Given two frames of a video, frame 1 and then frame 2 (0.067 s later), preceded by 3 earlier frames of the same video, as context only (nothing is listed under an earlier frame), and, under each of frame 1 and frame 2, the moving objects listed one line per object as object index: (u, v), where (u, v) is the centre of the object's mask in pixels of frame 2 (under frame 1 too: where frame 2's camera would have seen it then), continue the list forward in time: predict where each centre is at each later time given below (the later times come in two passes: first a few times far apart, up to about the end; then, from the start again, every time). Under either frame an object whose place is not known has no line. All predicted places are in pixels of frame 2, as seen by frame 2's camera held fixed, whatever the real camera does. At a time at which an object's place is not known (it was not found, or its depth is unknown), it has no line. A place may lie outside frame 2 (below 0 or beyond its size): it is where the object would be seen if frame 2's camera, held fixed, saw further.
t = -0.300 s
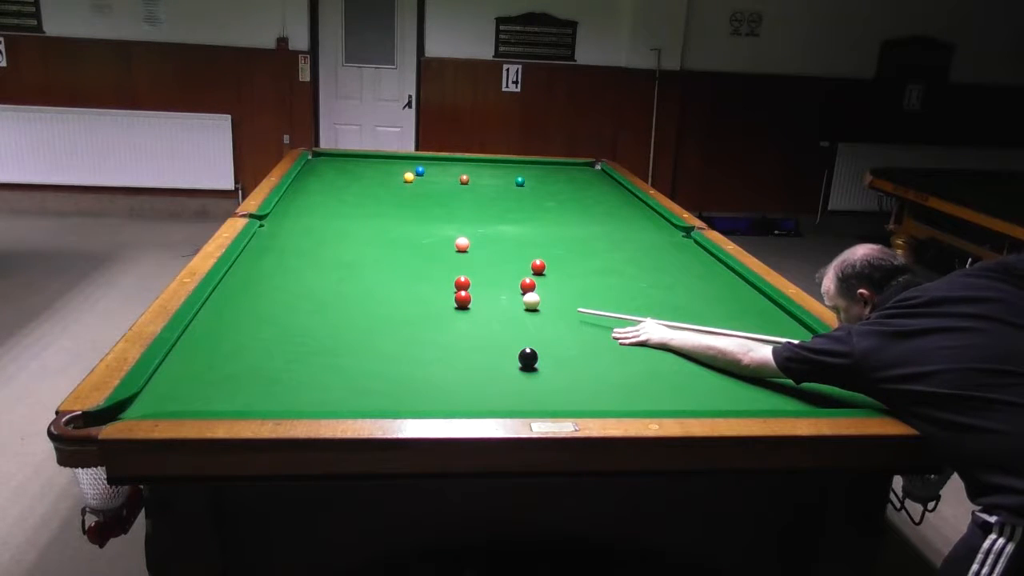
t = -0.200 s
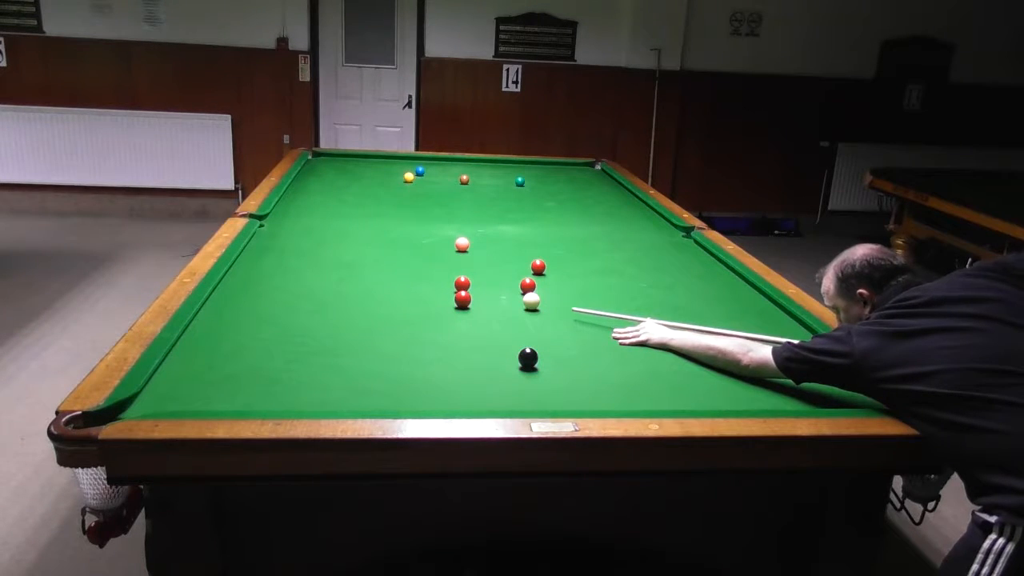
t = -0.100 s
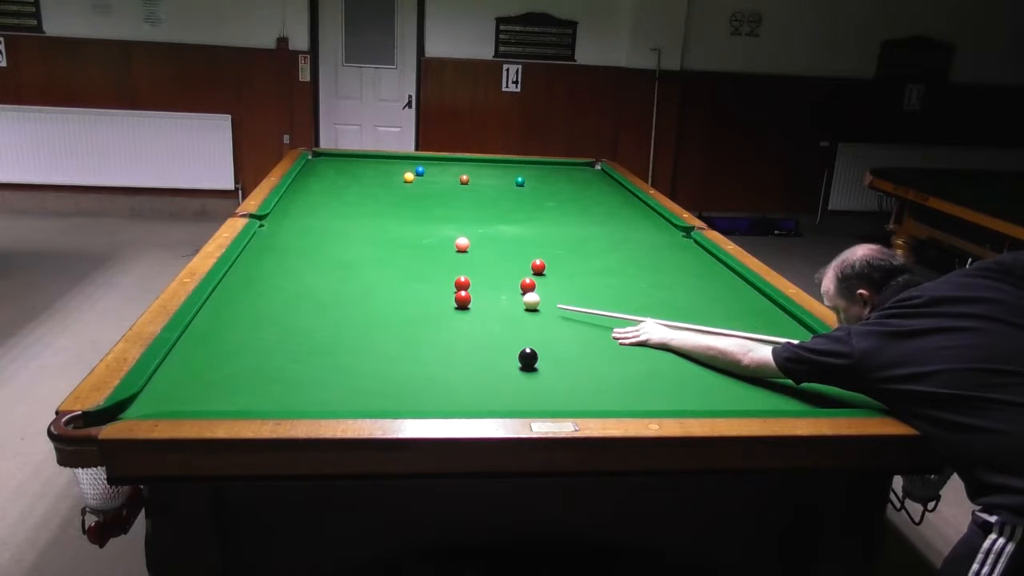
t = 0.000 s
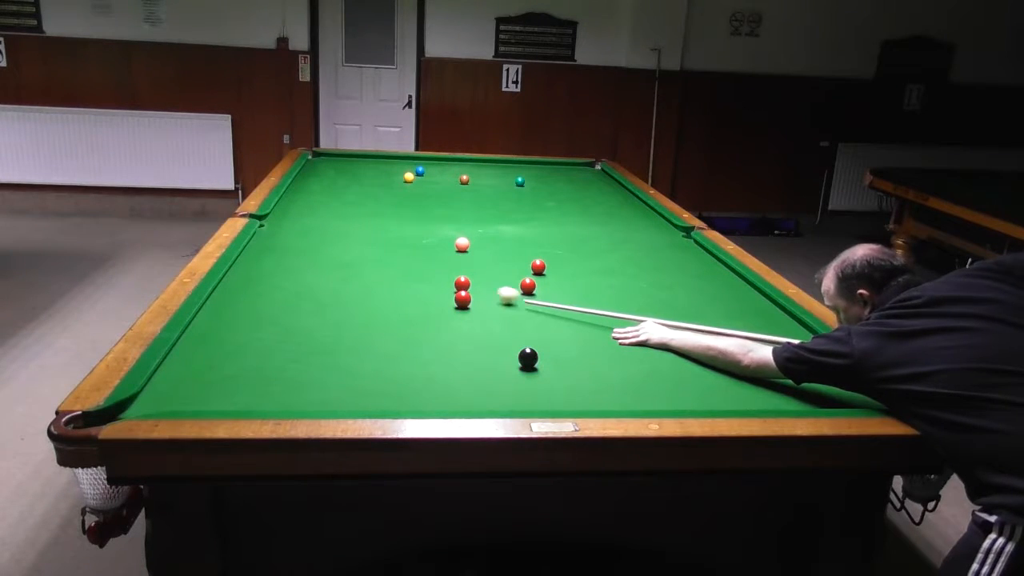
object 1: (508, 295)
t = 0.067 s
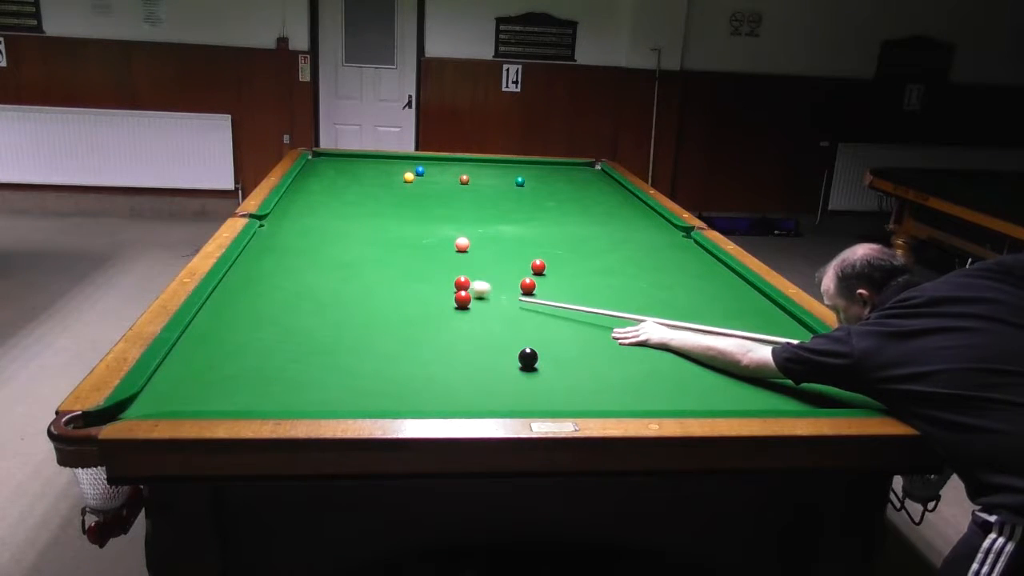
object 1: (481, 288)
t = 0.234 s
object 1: (461, 287)
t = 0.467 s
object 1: (444, 291)
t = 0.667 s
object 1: (430, 293)
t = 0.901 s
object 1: (415, 294)
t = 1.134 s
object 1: (400, 296)
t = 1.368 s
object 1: (388, 298)
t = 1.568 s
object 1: (378, 299)
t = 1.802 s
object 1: (368, 300)
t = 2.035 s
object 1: (360, 302)
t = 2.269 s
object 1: (353, 302)
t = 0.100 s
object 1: (472, 287)
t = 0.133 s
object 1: (469, 287)
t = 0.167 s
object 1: (468, 287)
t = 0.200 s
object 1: (464, 287)
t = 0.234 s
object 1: (461, 287)
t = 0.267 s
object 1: (459, 287)
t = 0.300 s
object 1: (455, 288)
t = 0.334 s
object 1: (452, 289)
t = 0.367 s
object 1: (451, 290)
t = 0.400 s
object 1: (448, 291)
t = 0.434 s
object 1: (446, 291)
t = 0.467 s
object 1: (444, 291)
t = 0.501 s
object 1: (441, 291)
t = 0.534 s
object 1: (439, 292)
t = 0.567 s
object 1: (437, 292)
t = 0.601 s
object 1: (434, 292)
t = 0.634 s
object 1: (432, 292)
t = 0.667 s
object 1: (430, 293)
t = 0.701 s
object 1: (428, 293)
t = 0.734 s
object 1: (425, 293)
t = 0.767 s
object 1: (423, 293)
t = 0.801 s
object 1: (421, 294)
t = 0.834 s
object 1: (418, 294)
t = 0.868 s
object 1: (417, 294)
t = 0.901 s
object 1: (415, 294)
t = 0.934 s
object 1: (412, 295)
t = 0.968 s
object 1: (411, 295)
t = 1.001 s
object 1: (408, 295)
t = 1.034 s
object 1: (405, 296)
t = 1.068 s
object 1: (404, 296)
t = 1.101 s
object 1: (402, 296)
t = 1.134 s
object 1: (400, 296)
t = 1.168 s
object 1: (399, 296)
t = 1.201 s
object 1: (396, 297)
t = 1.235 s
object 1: (394, 297)
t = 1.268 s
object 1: (393, 297)
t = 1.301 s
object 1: (391, 297)
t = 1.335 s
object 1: (389, 297)
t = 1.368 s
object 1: (388, 298)
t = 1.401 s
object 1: (386, 298)
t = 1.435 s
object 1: (384, 298)
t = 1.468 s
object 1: (383, 298)
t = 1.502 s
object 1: (381, 299)
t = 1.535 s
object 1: (379, 299)
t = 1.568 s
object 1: (378, 299)
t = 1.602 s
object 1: (376, 299)
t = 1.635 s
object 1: (375, 300)
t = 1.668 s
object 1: (374, 300)
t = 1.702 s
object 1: (372, 300)
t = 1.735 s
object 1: (371, 300)
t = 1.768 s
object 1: (370, 300)
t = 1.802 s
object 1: (368, 300)
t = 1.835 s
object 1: (366, 301)
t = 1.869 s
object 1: (366, 301)
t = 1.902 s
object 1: (364, 301)
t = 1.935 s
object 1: (363, 301)
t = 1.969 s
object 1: (362, 301)
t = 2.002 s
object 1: (361, 301)
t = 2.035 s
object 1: (360, 302)
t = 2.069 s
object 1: (359, 302)
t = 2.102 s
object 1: (358, 302)
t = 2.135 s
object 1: (356, 302)
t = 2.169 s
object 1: (356, 302)
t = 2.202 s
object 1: (355, 302)
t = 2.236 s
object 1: (353, 302)
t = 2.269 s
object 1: (353, 302)
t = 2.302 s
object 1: (352, 302)
